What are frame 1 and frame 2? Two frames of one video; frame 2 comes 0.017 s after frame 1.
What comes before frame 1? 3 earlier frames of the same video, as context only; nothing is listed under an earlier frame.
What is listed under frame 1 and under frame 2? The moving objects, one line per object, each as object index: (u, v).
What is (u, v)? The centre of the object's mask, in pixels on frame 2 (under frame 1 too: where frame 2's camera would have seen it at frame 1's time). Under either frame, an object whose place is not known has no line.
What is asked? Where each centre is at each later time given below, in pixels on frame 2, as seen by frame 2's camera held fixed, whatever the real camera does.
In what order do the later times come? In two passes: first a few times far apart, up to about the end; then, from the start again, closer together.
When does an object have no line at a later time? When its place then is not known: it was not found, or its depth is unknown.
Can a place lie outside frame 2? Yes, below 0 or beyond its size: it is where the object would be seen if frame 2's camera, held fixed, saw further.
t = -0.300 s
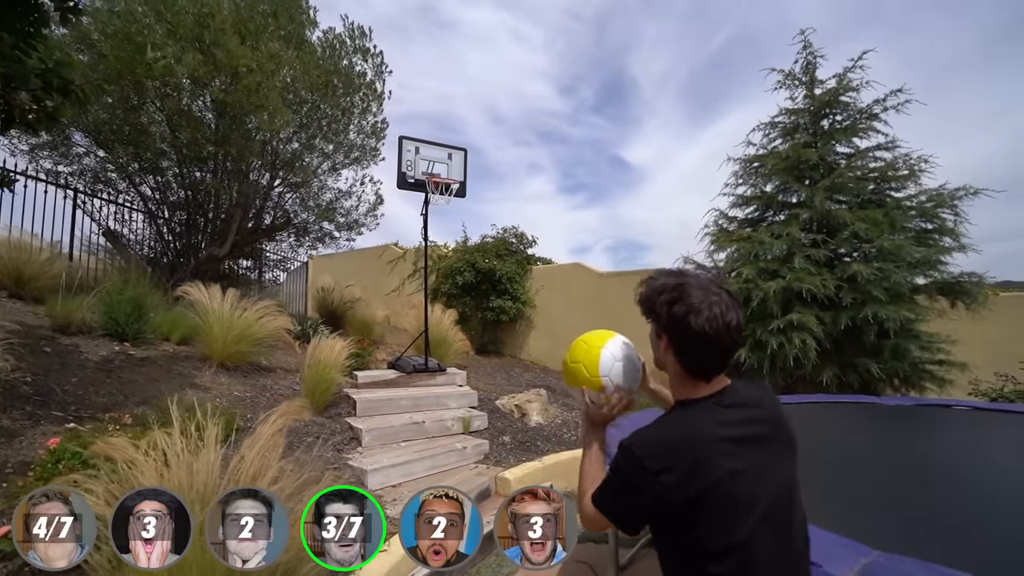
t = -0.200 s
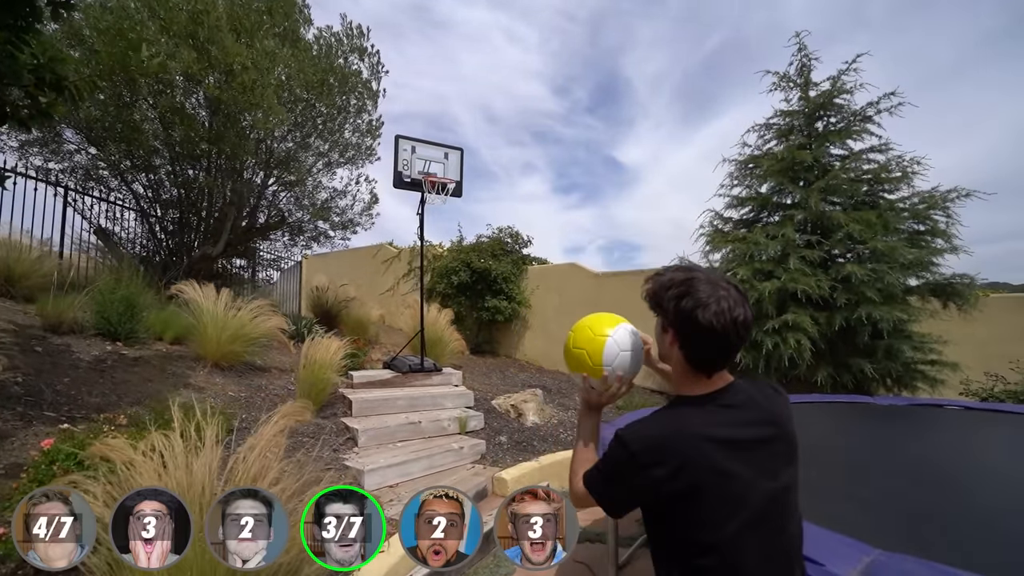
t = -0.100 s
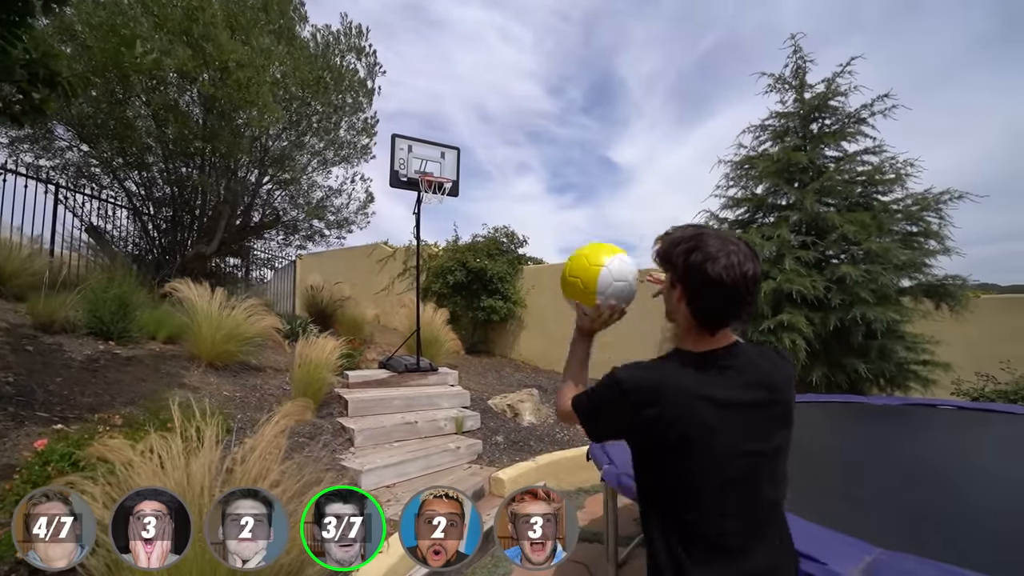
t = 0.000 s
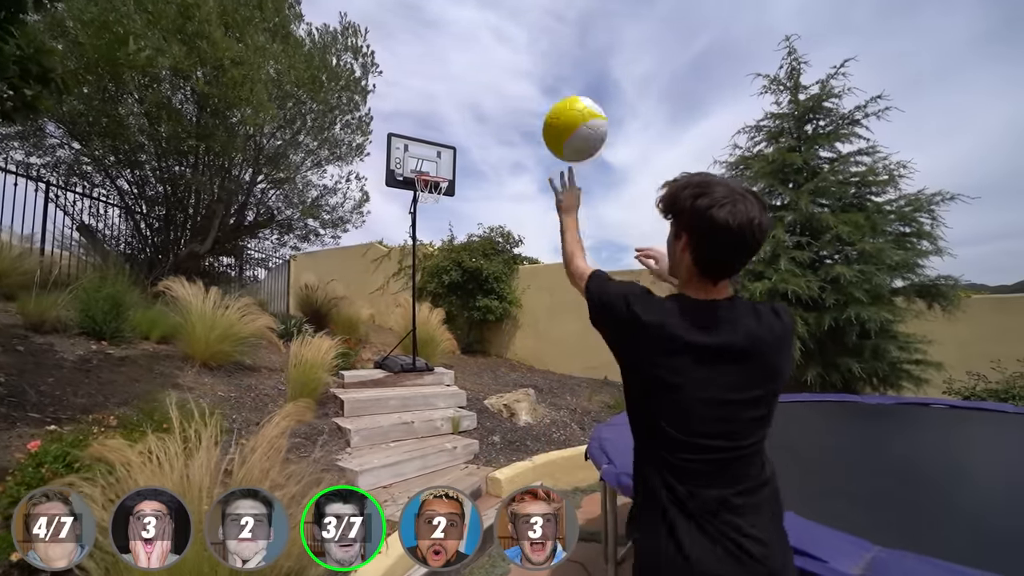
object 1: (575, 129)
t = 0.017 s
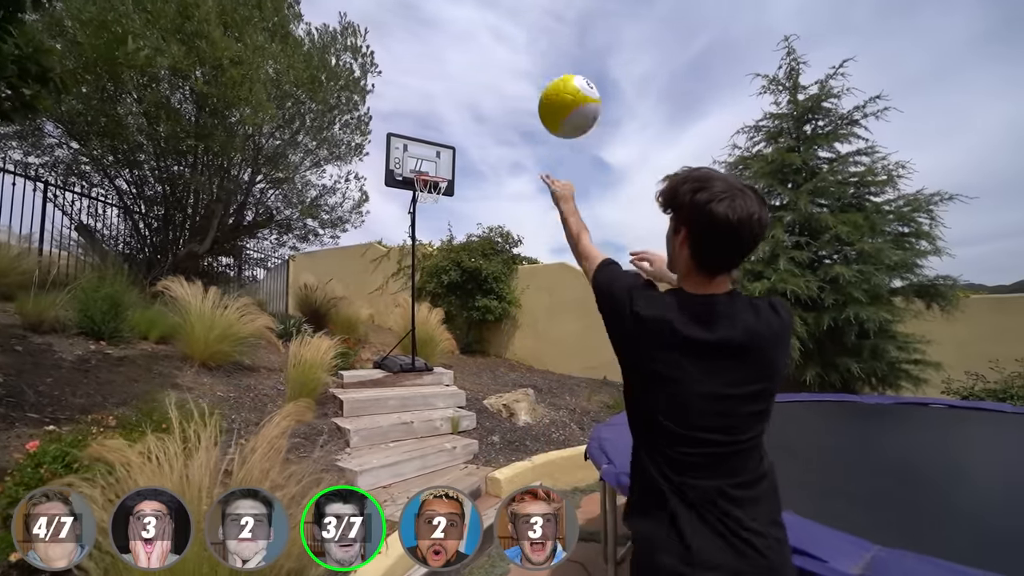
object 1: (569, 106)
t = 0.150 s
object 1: (535, 10)
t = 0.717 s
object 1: (479, 25)
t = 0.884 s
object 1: (470, 84)
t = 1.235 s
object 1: (458, 246)
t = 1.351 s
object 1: (456, 310)
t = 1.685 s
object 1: (493, 317)
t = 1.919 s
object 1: (534, 298)
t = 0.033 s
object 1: (564, 86)
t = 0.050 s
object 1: (558, 68)
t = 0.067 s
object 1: (554, 53)
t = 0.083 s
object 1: (550, 39)
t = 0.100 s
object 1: (546, 26)
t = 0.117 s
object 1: (542, 19)
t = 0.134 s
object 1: (539, 14)
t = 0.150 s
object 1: (535, 10)
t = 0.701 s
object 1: (479, 19)
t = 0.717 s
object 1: (479, 25)
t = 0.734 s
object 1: (478, 30)
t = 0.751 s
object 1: (477, 35)
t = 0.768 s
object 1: (476, 41)
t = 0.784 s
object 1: (475, 46)
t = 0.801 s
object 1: (474, 53)
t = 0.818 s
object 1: (474, 59)
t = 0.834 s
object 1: (473, 66)
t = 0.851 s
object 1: (472, 71)
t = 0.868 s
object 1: (471, 77)
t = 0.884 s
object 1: (470, 84)
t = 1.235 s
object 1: (458, 246)
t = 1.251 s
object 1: (458, 255)
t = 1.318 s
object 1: (456, 293)
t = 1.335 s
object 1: (456, 302)
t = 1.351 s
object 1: (456, 310)
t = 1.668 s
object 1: (489, 320)
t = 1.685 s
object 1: (493, 317)
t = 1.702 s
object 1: (496, 314)
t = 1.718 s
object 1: (499, 312)
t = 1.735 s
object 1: (502, 310)
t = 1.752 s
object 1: (506, 308)
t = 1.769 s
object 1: (509, 306)
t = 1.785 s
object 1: (512, 304)
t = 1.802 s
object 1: (515, 302)
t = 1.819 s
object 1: (518, 300)
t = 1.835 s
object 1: (520, 300)
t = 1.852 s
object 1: (523, 299)
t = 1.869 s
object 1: (526, 299)
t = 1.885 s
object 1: (529, 298)
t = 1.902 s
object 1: (532, 298)
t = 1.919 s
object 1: (534, 298)
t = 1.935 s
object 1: (537, 298)
